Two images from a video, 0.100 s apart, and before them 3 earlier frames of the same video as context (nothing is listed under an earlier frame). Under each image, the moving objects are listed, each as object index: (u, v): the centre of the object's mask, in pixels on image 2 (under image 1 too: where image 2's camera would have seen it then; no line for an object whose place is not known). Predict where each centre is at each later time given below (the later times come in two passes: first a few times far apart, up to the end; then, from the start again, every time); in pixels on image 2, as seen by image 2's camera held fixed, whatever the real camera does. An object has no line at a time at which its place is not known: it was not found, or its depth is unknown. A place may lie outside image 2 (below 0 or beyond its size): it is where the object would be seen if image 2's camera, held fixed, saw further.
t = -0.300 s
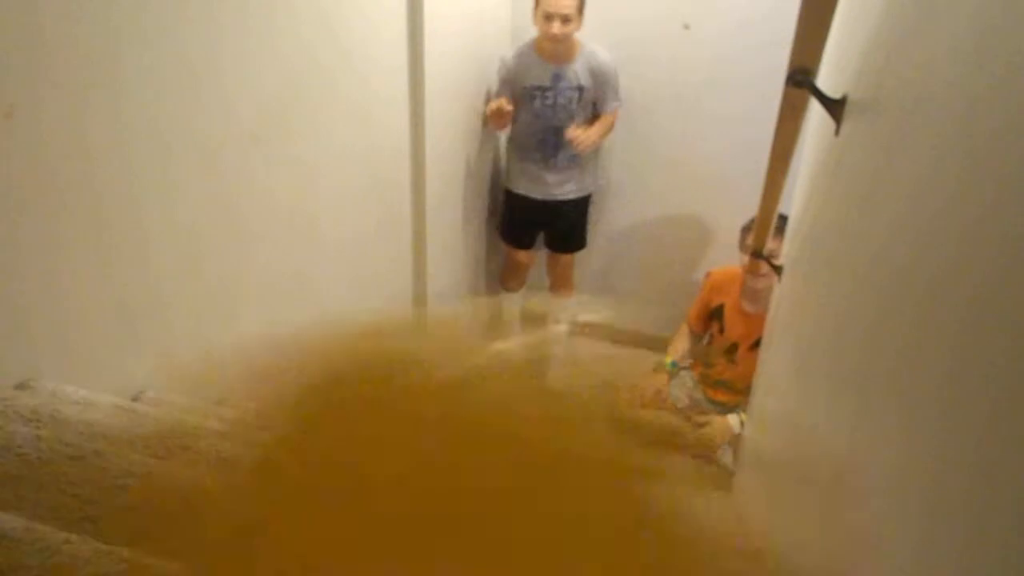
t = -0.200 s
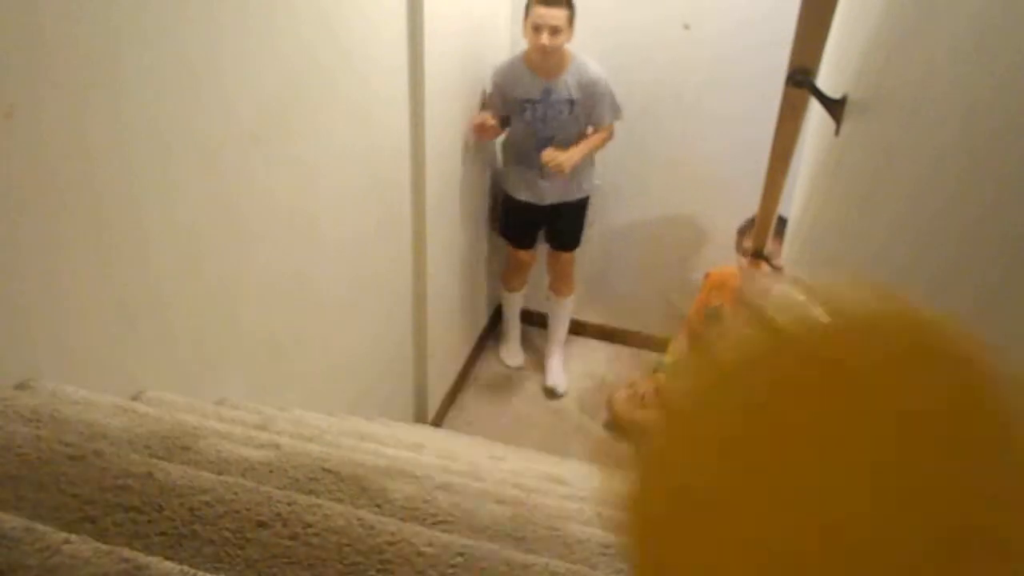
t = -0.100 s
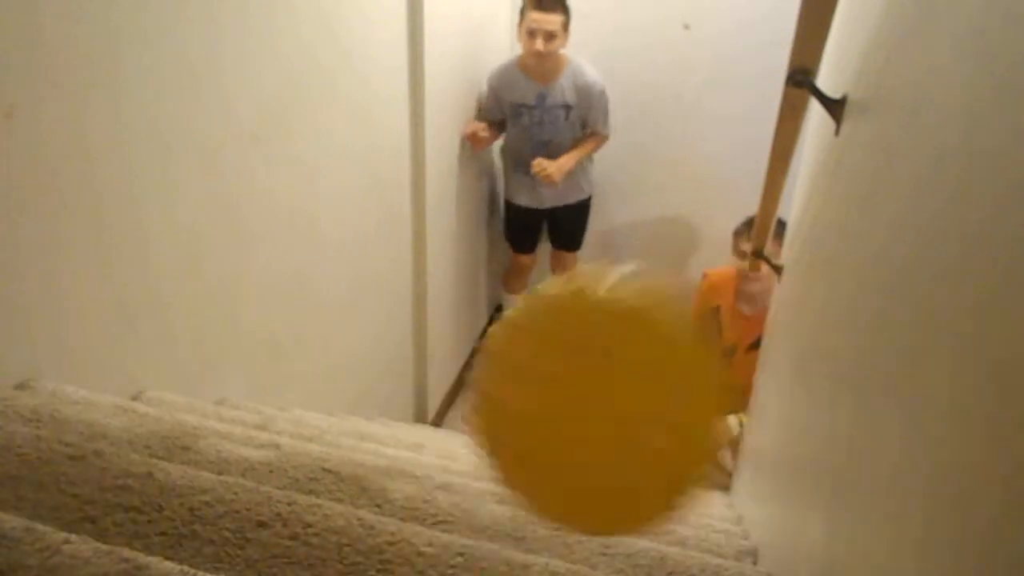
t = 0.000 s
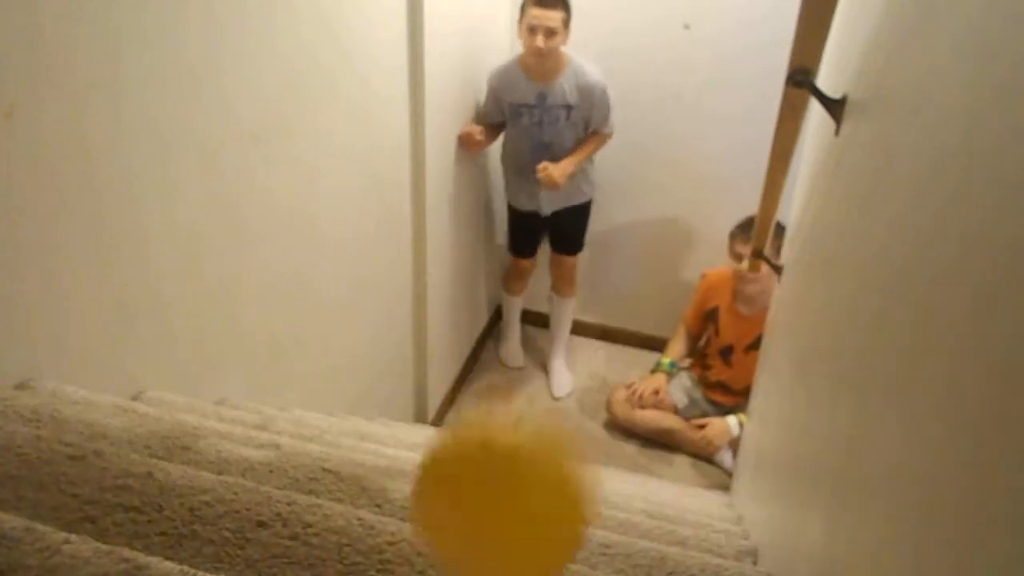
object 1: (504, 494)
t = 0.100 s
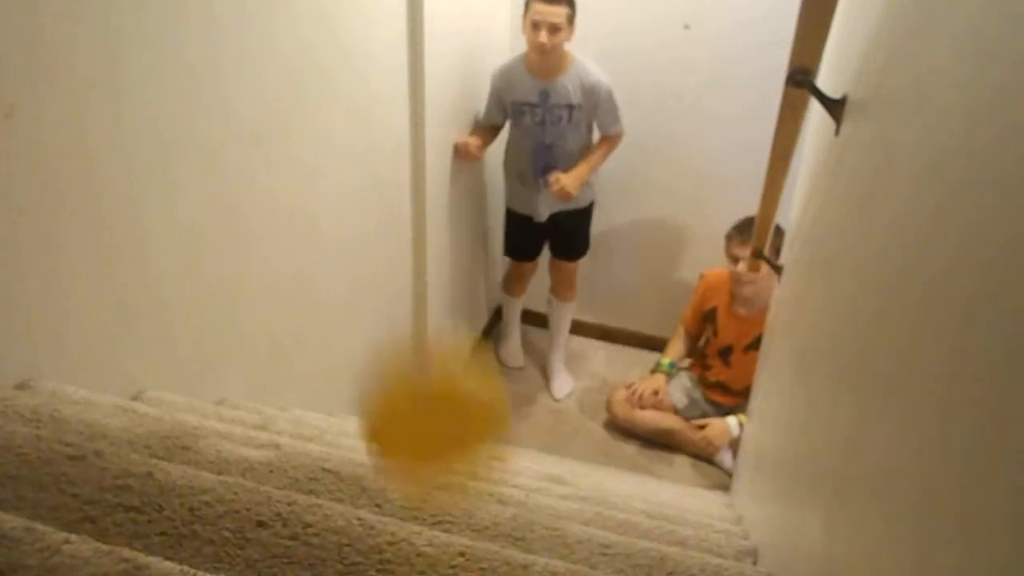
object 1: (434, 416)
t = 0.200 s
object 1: (365, 235)
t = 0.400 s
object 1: (289, 236)
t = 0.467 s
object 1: (279, 298)
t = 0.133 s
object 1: (407, 335)
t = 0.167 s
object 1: (385, 275)
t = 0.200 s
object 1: (365, 235)
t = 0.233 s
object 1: (346, 208)
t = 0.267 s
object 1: (330, 195)
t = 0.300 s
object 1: (317, 193)
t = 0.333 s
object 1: (305, 200)
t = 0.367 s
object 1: (296, 214)
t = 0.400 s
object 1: (289, 236)
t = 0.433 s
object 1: (282, 265)
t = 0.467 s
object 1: (279, 298)
